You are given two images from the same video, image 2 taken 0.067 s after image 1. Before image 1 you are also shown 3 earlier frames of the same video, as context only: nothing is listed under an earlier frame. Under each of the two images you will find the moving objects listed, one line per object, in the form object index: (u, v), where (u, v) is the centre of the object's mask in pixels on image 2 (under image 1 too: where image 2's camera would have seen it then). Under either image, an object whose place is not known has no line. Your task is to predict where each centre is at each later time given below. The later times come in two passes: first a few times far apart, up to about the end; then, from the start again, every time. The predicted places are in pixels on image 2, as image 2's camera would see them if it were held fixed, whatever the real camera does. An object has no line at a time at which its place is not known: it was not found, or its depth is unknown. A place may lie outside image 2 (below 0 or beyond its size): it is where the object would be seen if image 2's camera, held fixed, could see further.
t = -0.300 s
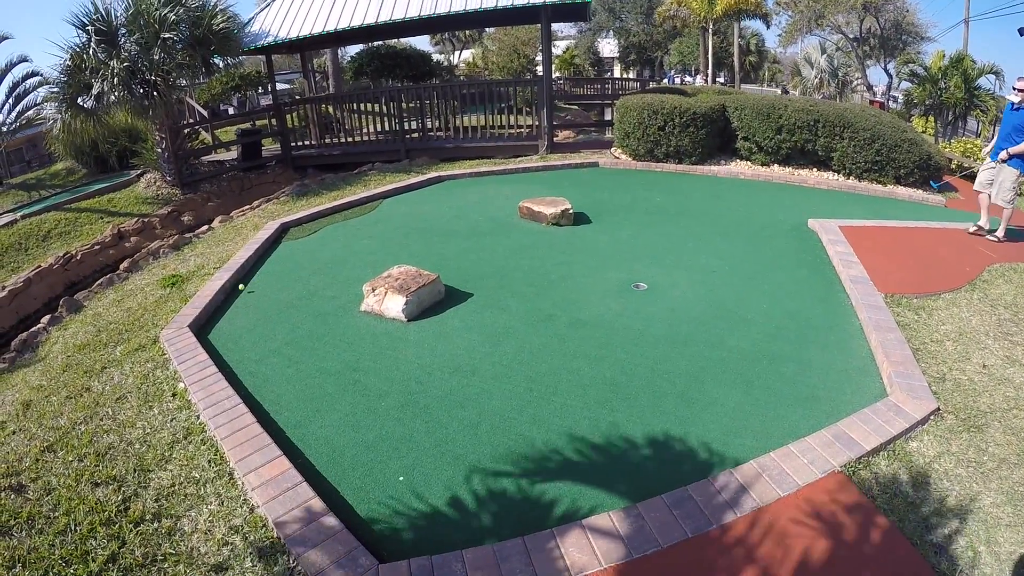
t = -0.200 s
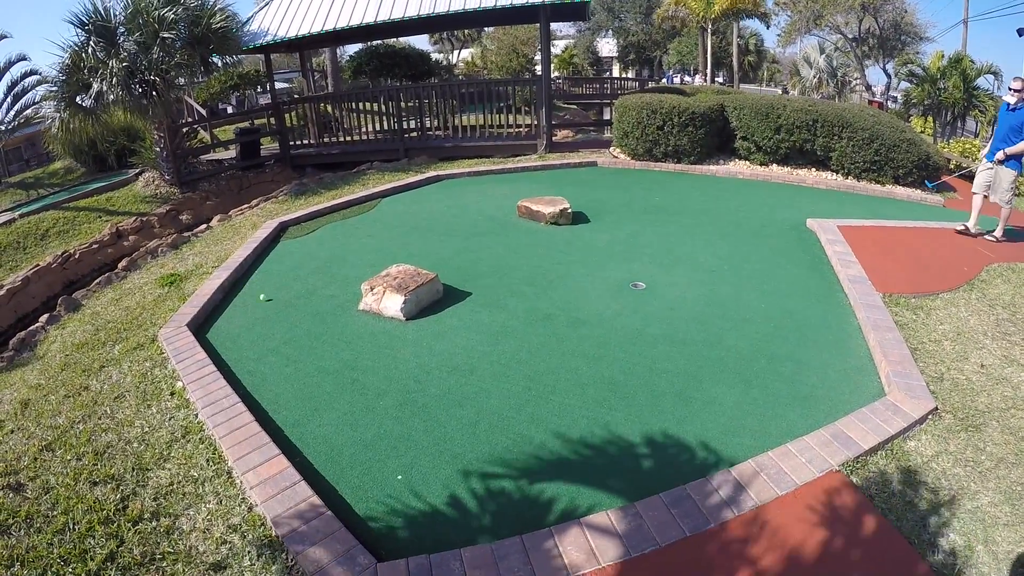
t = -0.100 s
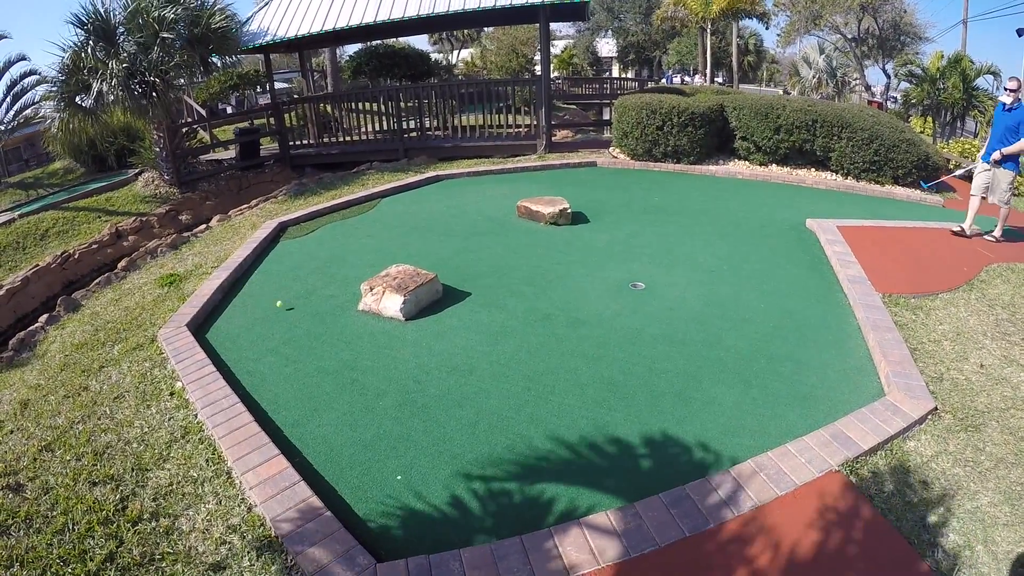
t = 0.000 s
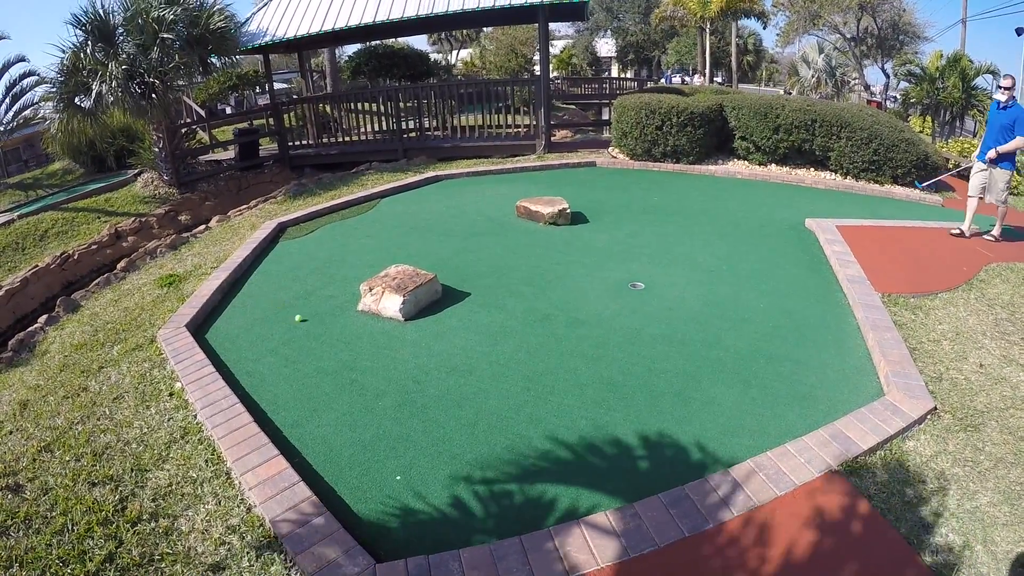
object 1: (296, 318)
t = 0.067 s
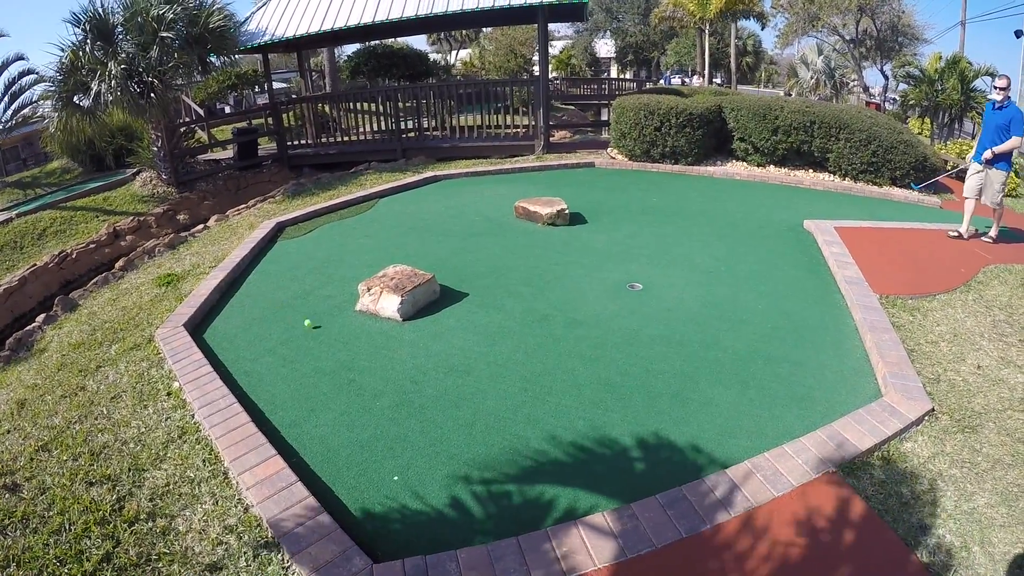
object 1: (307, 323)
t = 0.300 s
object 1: (357, 356)
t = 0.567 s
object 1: (429, 402)
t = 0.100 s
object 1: (314, 328)
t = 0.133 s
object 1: (321, 333)
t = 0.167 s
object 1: (327, 337)
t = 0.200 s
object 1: (334, 341)
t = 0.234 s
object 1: (341, 346)
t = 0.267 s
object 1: (349, 350)
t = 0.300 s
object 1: (357, 356)
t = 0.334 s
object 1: (364, 361)
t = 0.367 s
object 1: (373, 367)
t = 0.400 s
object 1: (381, 372)
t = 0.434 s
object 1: (390, 378)
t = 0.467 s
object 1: (400, 384)
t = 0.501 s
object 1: (409, 389)
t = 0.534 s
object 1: (419, 396)
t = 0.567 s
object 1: (429, 402)
